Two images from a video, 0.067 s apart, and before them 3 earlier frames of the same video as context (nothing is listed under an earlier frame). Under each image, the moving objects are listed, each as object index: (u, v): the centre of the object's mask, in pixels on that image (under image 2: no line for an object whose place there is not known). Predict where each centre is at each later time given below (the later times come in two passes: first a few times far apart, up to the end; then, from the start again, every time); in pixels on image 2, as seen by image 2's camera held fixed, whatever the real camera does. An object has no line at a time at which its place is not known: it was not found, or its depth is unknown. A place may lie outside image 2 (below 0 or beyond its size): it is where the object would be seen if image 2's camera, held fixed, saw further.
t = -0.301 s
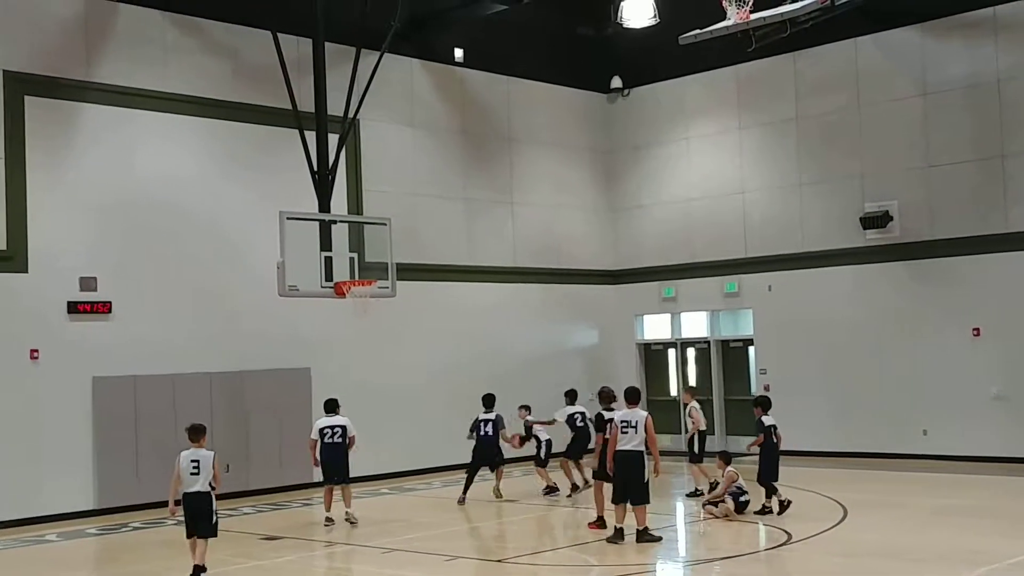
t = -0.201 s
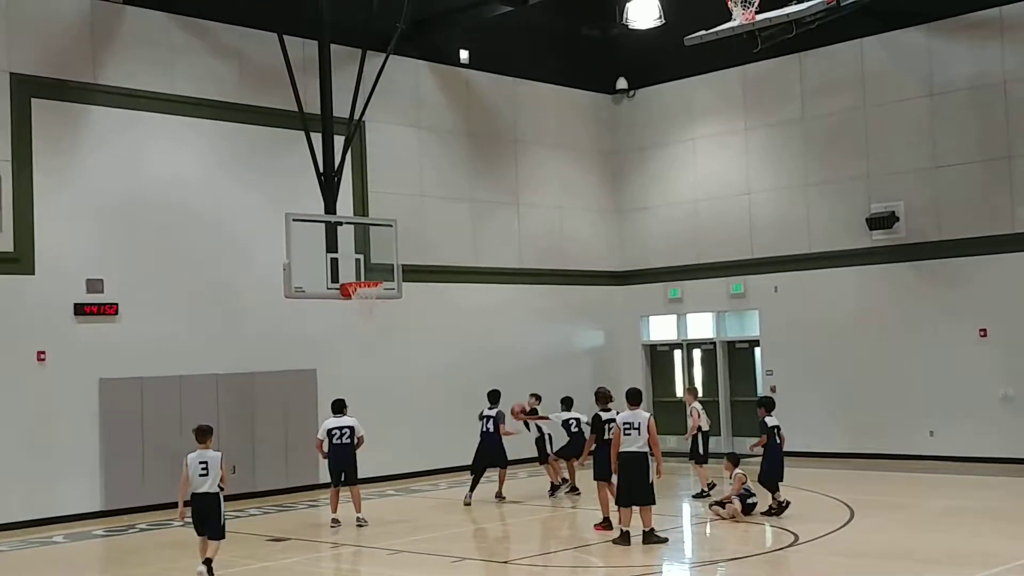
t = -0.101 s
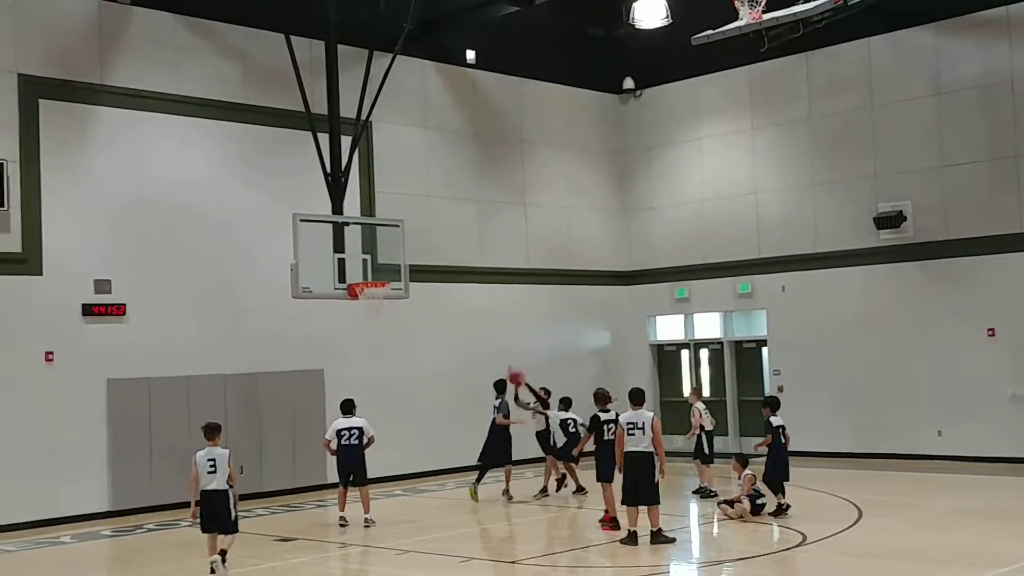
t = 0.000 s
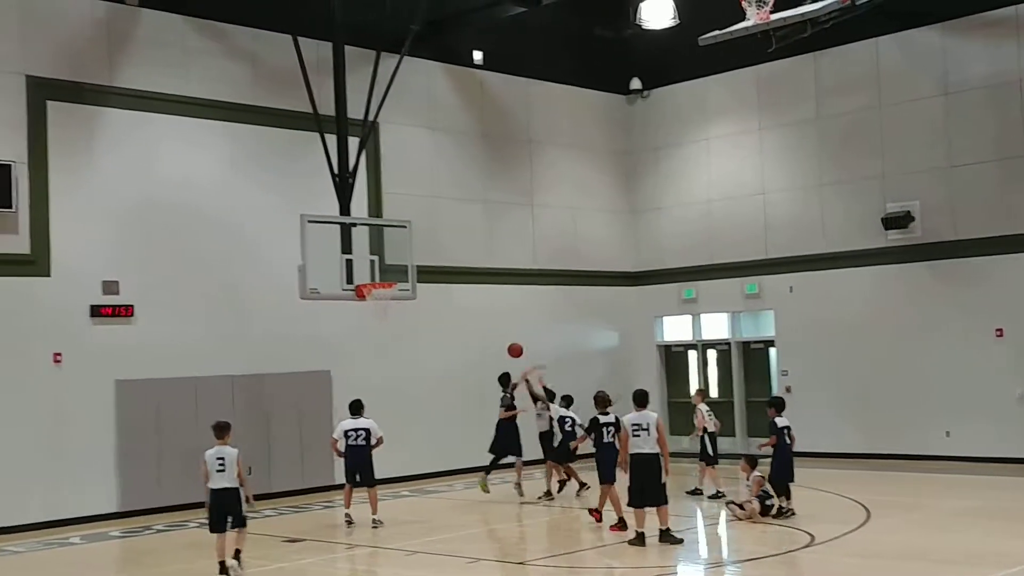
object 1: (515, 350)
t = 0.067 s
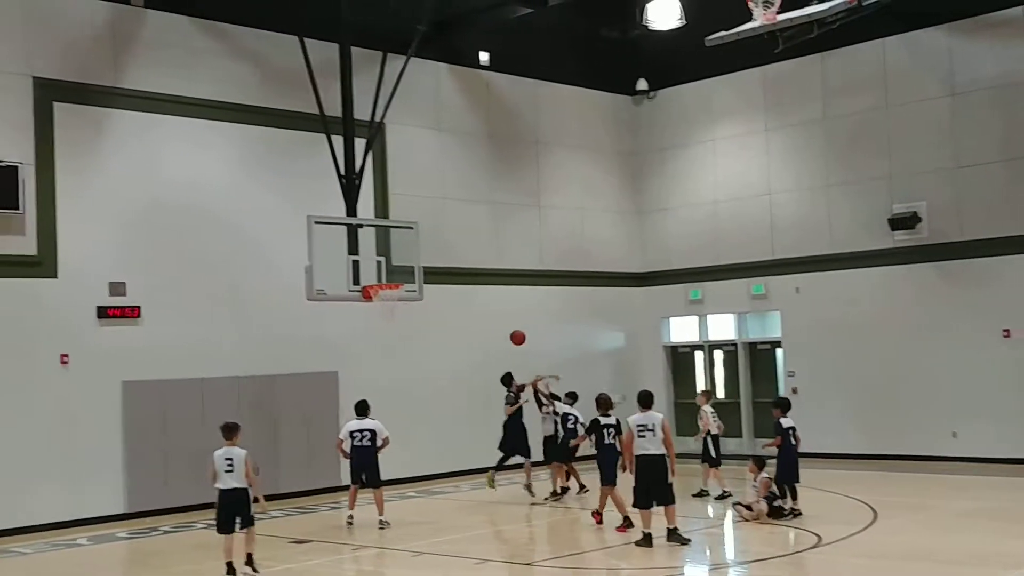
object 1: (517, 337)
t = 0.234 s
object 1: (509, 316)
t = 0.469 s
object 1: (497, 317)
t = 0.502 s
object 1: (496, 320)
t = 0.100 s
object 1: (516, 332)
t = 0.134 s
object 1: (514, 327)
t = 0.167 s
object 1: (512, 322)
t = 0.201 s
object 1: (511, 319)
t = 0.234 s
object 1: (509, 316)
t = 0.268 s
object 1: (507, 314)
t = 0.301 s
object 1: (506, 313)
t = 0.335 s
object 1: (504, 312)
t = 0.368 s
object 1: (503, 312)
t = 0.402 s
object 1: (501, 313)
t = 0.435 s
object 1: (499, 315)
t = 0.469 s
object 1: (497, 317)
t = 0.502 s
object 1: (496, 320)
